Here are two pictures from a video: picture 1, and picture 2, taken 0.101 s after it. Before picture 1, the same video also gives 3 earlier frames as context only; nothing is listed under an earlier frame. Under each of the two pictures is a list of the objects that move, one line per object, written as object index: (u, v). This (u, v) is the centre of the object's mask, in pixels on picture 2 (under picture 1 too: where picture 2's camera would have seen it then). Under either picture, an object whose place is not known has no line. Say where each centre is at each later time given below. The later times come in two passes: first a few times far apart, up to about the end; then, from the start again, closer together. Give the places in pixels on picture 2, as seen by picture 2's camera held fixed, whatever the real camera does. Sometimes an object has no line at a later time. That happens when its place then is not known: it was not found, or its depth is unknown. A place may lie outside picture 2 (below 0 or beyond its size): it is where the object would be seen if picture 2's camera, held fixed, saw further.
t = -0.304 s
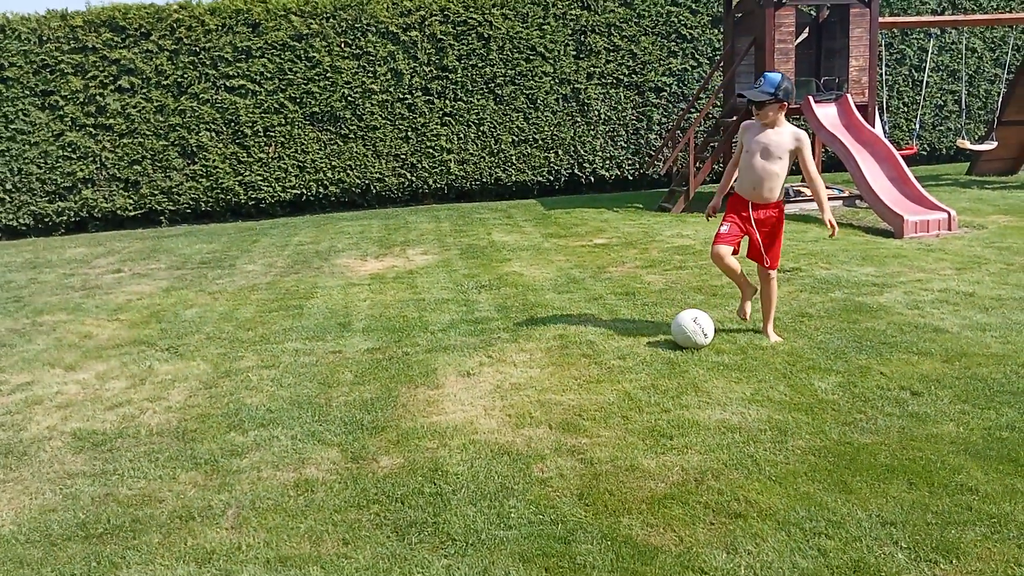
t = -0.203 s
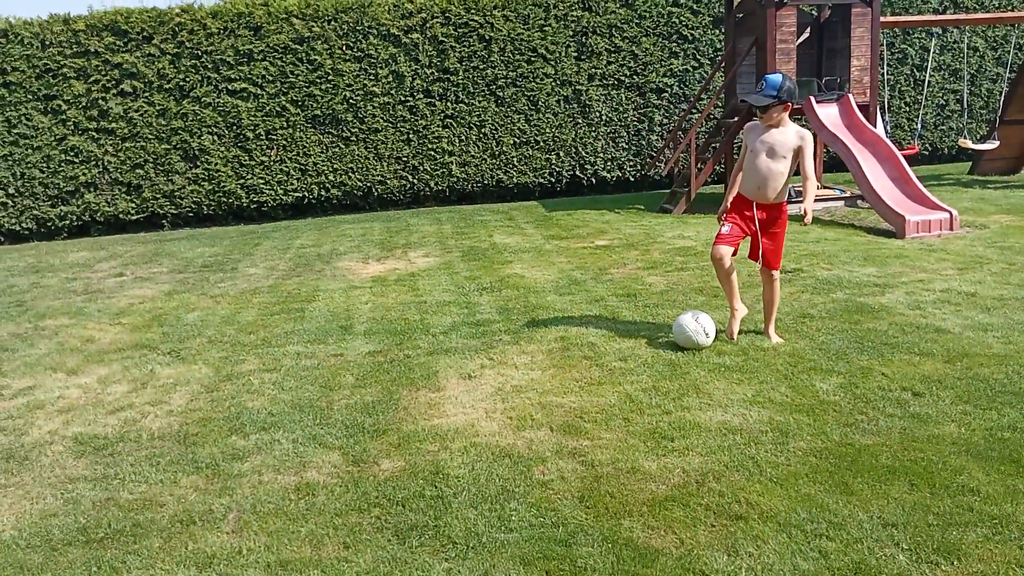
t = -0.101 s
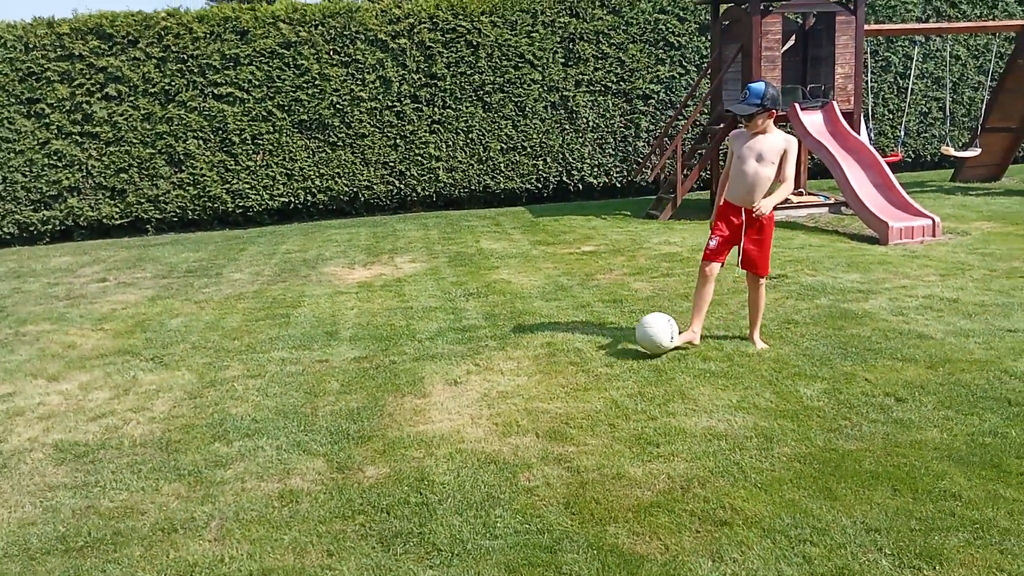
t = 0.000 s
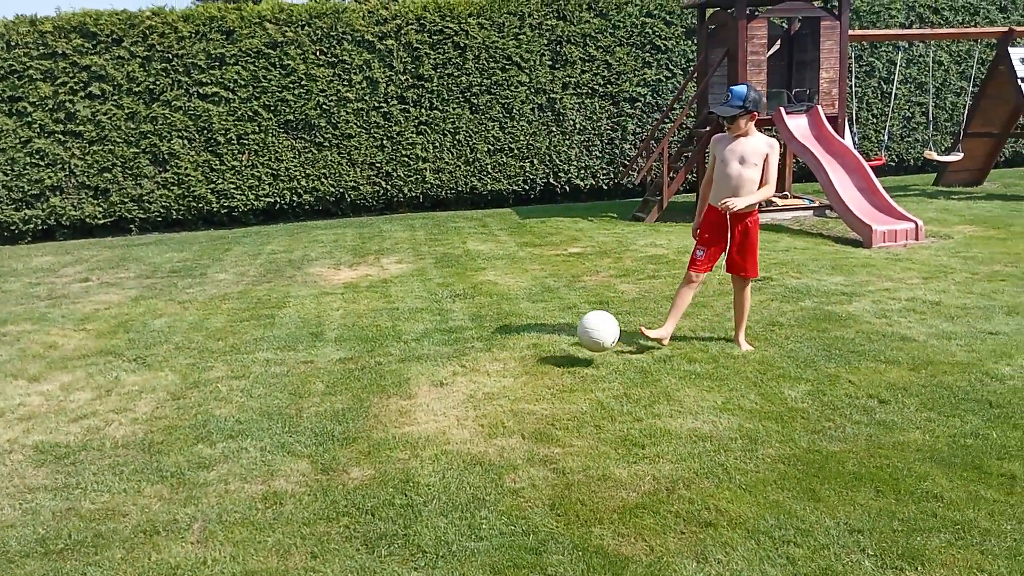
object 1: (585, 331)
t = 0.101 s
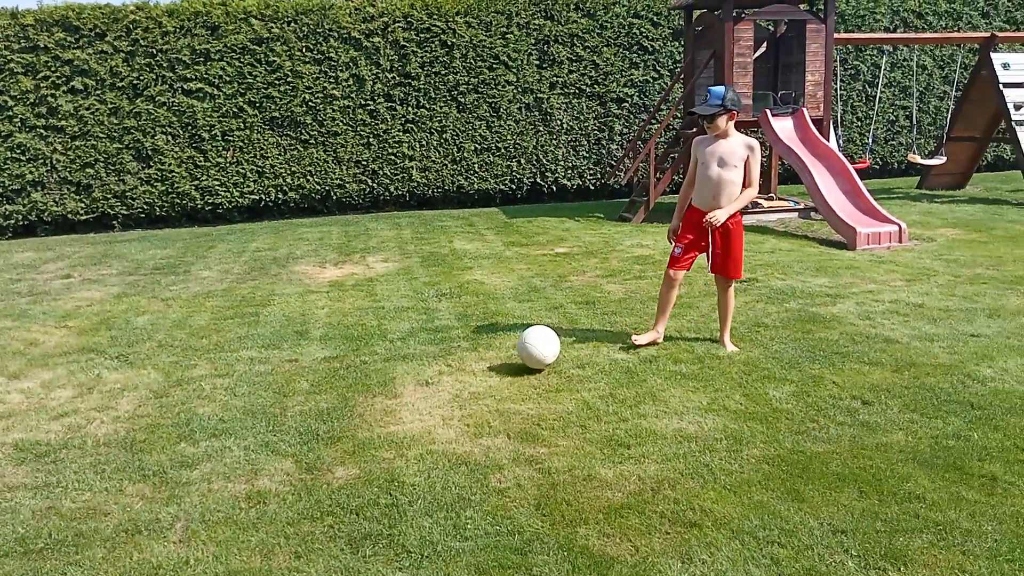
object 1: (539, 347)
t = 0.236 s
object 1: (501, 357)
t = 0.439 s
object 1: (463, 365)
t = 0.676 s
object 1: (422, 370)
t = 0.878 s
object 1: (393, 373)
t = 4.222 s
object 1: (362, 380)
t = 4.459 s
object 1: (363, 379)
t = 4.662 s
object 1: (363, 380)
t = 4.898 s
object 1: (363, 379)
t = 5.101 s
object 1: (363, 379)
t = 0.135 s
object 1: (523, 356)
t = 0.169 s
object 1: (514, 358)
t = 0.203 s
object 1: (508, 357)
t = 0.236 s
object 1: (501, 357)
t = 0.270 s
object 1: (494, 359)
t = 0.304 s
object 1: (488, 363)
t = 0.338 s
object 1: (482, 365)
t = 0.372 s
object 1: (475, 364)
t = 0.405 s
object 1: (469, 364)
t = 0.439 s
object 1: (463, 365)
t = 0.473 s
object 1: (457, 367)
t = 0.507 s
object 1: (451, 368)
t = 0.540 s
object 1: (445, 368)
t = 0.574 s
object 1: (439, 369)
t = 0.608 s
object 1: (433, 370)
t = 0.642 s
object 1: (428, 370)
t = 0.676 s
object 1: (422, 370)
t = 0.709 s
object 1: (417, 371)
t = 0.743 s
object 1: (412, 372)
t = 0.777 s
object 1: (407, 372)
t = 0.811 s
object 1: (402, 373)
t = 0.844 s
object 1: (398, 373)
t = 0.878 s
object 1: (393, 373)
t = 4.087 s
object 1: (364, 379)
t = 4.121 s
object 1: (364, 380)
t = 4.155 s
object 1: (364, 380)
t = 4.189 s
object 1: (363, 380)
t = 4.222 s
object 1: (362, 380)
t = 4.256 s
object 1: (363, 380)
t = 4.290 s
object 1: (363, 380)
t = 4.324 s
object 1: (364, 379)
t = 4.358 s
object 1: (363, 380)
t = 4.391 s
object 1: (363, 380)
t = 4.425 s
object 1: (363, 380)
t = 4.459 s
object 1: (363, 379)
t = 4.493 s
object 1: (364, 380)
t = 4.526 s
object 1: (364, 380)
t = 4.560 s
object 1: (363, 380)
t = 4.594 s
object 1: (363, 380)
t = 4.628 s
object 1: (363, 379)
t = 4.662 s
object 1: (363, 380)
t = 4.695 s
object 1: (363, 379)
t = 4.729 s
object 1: (363, 379)
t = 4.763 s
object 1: (363, 379)
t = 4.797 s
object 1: (363, 379)
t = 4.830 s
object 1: (363, 379)
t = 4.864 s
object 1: (363, 380)
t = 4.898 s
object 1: (363, 379)
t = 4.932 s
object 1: (363, 380)
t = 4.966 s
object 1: (363, 379)
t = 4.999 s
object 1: (364, 379)
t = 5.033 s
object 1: (364, 379)
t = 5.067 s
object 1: (363, 379)
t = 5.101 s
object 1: (363, 379)
